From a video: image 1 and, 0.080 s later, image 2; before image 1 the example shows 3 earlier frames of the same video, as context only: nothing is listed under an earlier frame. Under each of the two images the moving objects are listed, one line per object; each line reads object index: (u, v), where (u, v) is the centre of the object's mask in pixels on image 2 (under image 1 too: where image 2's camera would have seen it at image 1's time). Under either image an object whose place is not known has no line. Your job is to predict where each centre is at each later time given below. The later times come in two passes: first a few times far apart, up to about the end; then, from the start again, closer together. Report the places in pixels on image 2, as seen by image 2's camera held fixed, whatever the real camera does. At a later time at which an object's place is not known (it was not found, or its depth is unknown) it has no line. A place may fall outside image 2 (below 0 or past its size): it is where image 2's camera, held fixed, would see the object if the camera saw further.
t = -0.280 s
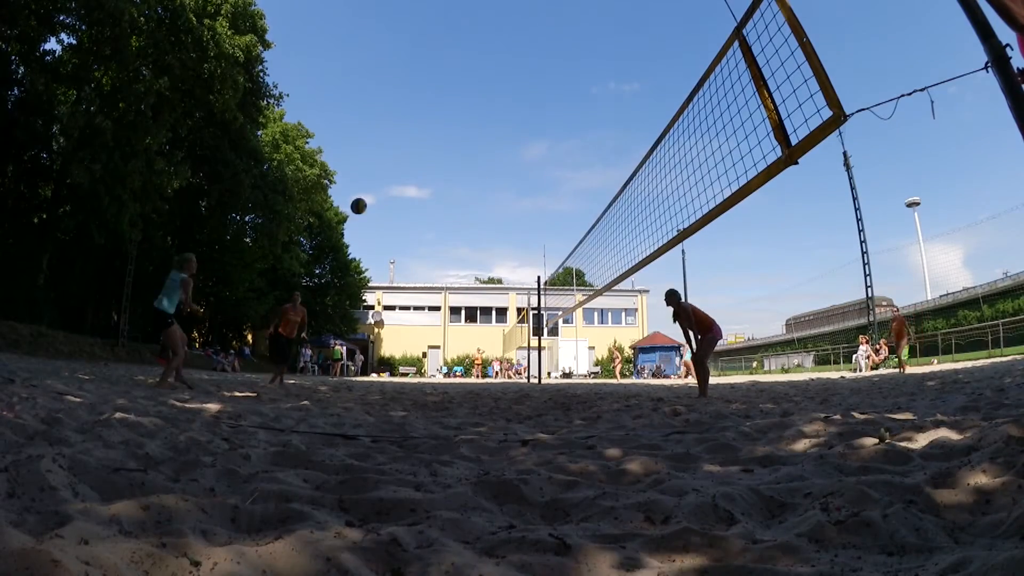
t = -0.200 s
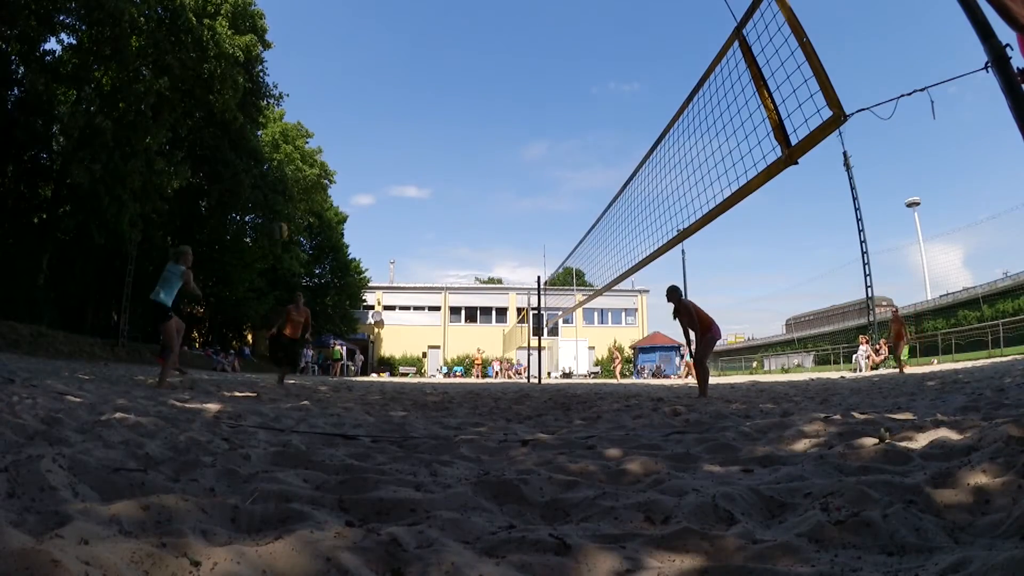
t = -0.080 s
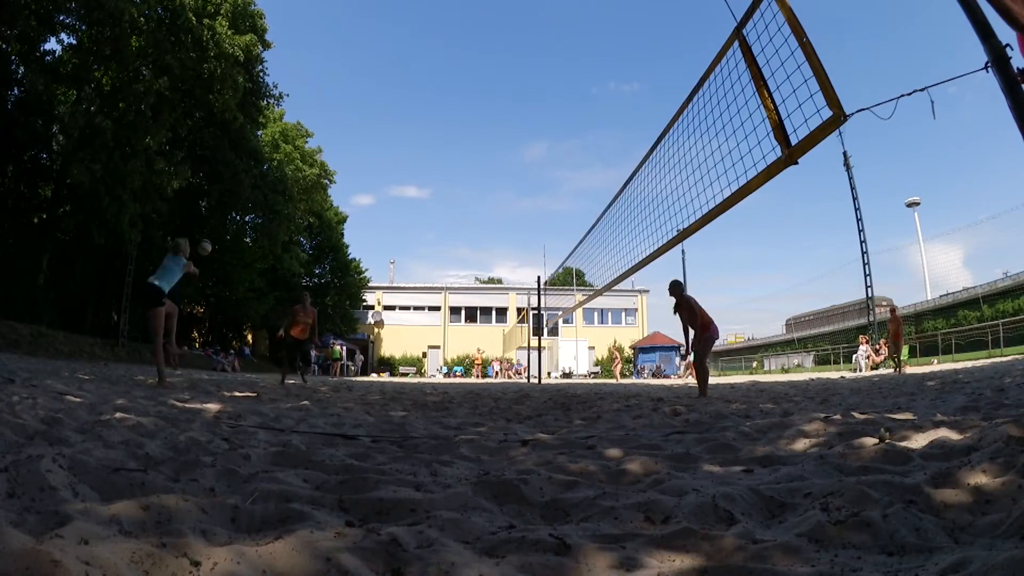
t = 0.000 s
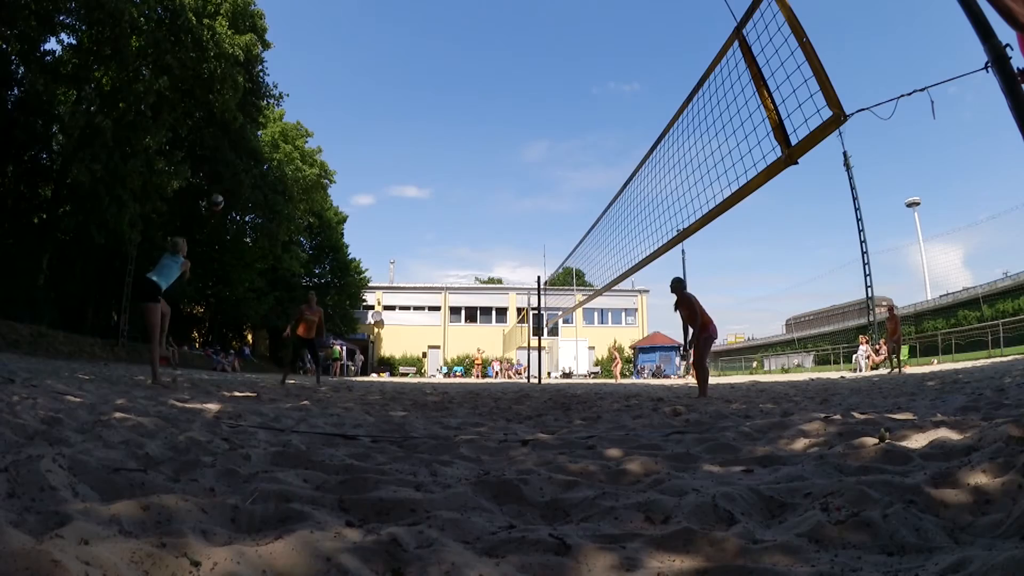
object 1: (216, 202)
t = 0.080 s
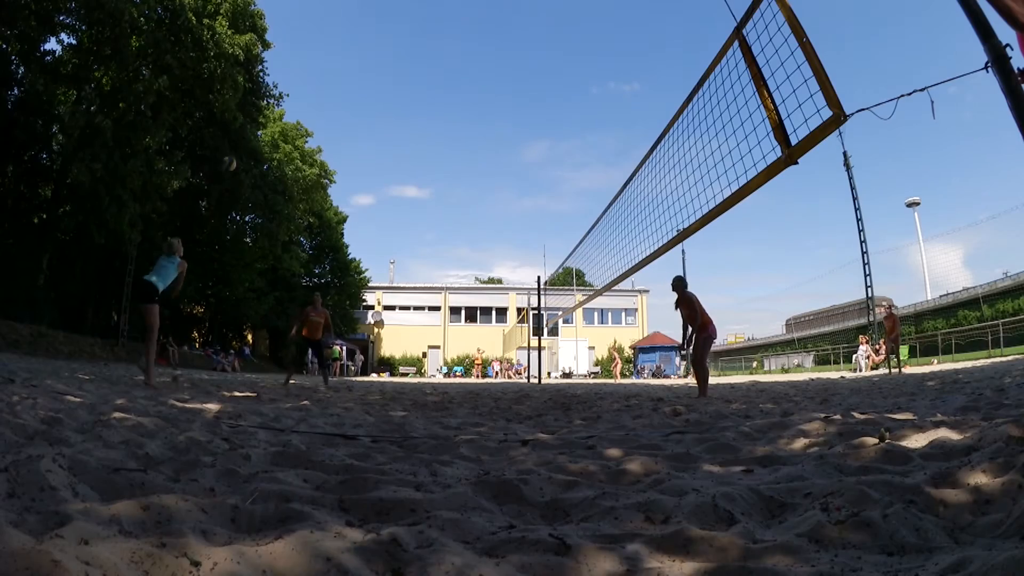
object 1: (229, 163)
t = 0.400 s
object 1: (270, 67)
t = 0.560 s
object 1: (286, 44)
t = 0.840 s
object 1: (302, 36)
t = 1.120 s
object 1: (309, 66)
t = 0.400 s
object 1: (270, 67)
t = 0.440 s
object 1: (275, 60)
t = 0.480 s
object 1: (279, 54)
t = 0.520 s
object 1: (283, 48)
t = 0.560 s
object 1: (286, 44)
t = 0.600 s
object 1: (289, 41)
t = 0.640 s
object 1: (292, 38)
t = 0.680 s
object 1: (294, 36)
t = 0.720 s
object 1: (297, 35)
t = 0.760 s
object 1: (299, 34)
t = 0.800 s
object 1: (300, 35)
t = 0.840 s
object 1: (302, 36)
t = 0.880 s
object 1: (304, 38)
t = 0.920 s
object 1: (305, 40)
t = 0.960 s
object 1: (307, 43)
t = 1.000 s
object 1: (307, 48)
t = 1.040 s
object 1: (308, 53)
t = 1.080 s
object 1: (309, 59)
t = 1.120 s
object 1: (309, 66)
